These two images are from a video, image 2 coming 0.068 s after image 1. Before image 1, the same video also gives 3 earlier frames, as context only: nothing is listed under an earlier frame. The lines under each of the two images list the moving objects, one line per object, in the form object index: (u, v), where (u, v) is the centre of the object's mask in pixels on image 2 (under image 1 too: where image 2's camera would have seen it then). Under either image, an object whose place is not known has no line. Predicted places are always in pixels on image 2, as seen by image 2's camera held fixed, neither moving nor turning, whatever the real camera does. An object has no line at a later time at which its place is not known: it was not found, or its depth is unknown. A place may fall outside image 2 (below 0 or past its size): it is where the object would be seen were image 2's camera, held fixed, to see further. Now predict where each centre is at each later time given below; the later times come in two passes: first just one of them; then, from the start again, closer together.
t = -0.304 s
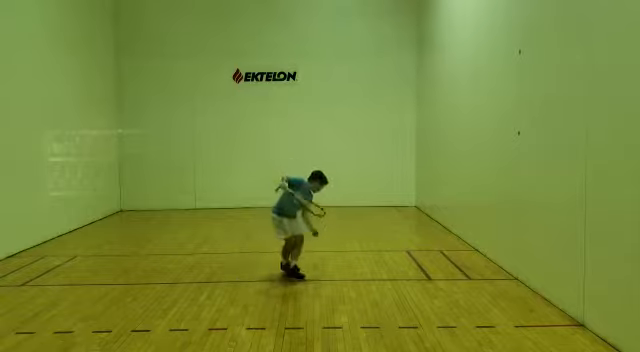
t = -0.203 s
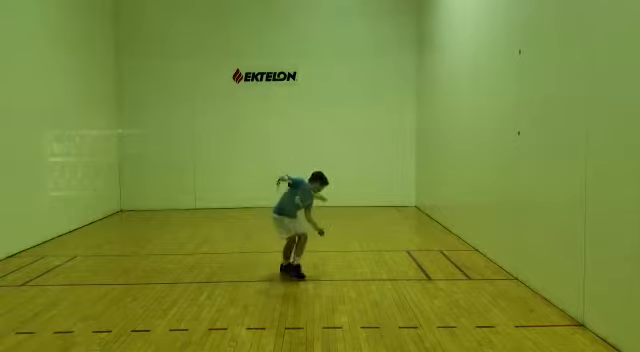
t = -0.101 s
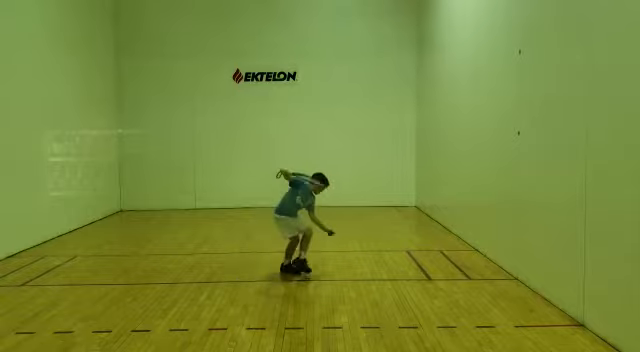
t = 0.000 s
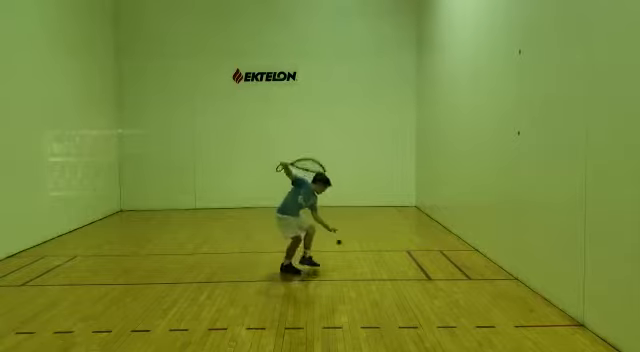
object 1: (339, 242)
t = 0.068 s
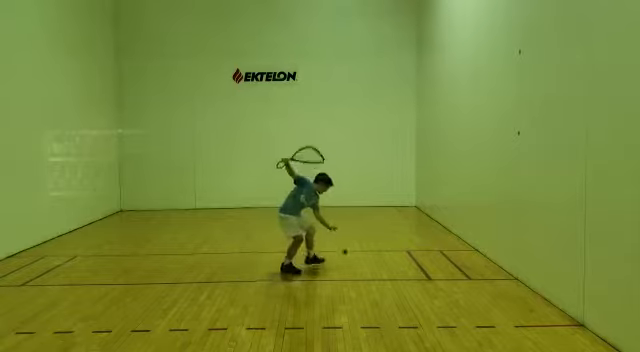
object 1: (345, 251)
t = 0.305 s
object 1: (358, 233)
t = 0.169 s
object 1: (351, 253)
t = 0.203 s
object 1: (353, 247)
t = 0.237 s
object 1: (355, 241)
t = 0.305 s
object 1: (358, 233)
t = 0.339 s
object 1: (360, 231)
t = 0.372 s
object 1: (362, 229)
